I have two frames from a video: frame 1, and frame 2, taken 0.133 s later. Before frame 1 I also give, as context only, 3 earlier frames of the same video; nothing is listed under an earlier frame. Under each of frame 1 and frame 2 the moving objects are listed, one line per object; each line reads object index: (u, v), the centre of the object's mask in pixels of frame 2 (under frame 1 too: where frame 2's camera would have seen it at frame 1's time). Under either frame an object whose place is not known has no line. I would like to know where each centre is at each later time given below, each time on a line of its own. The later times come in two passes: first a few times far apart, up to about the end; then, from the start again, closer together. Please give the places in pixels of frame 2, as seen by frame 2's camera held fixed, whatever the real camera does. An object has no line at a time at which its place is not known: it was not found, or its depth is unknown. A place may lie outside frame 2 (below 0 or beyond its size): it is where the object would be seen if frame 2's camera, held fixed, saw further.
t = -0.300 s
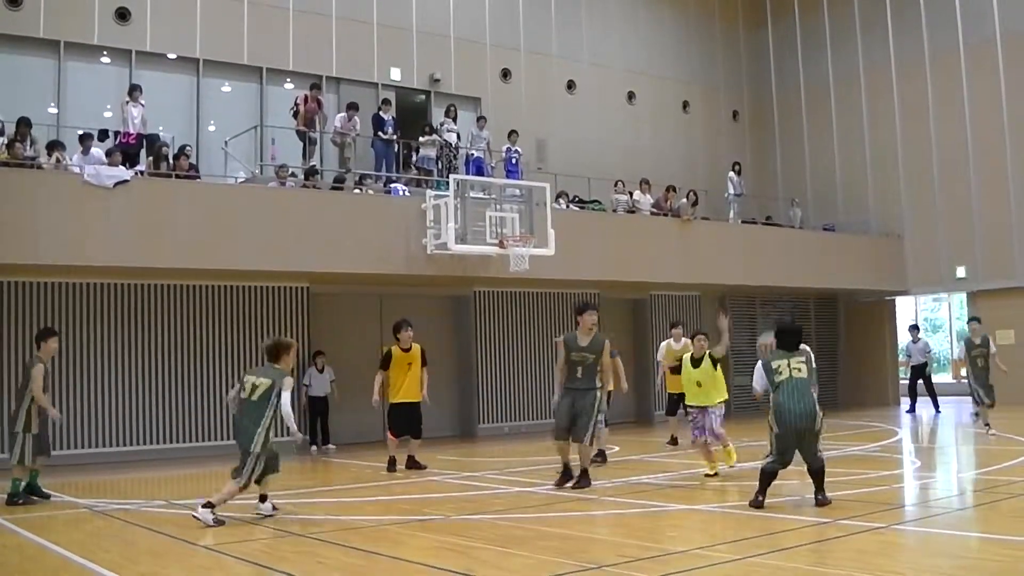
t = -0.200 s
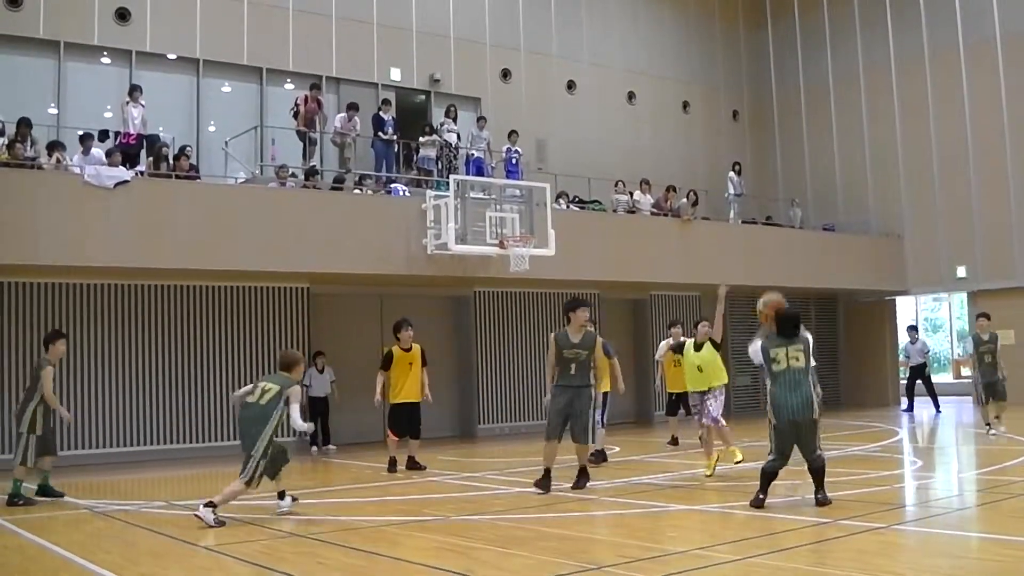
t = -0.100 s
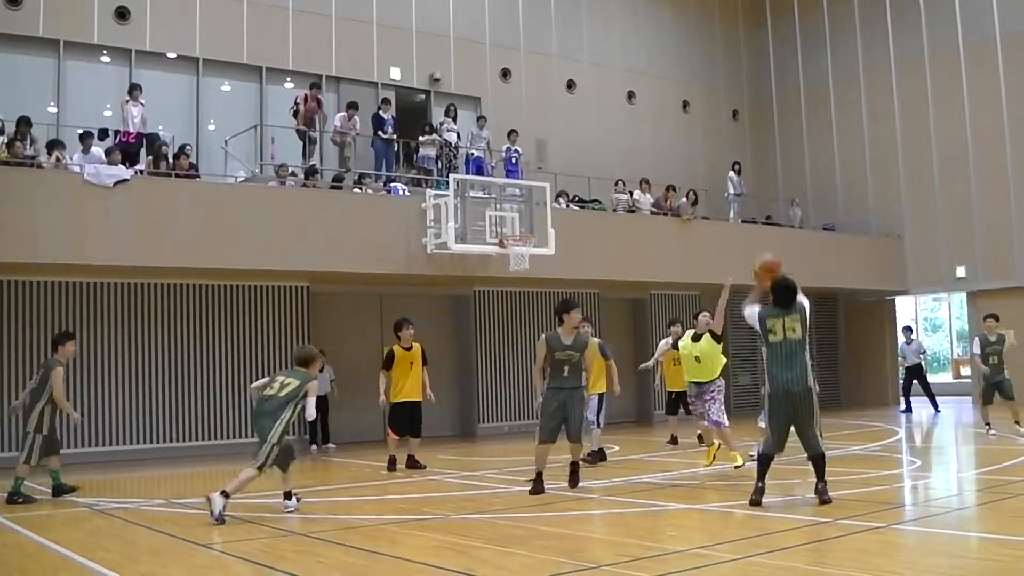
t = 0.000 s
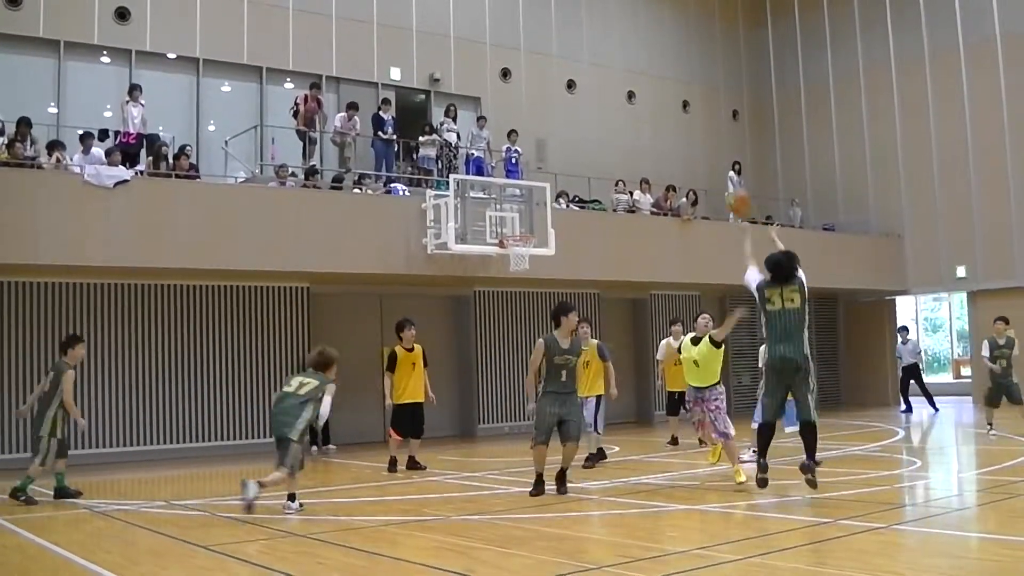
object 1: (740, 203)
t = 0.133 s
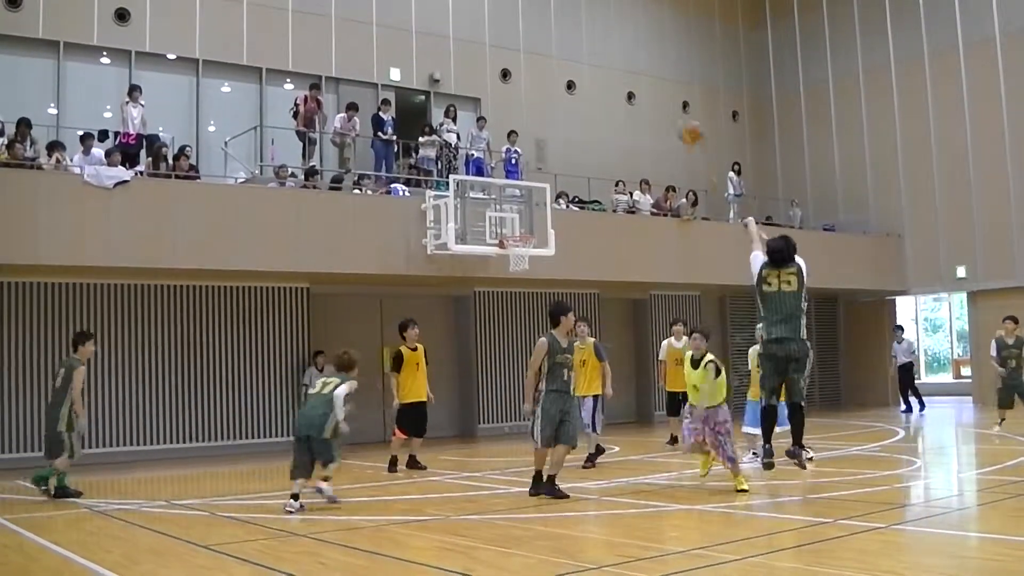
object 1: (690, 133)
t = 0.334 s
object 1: (634, 78)
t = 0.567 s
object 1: (585, 68)
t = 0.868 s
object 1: (536, 115)
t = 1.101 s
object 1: (506, 183)
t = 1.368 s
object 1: (503, 271)
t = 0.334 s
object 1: (634, 78)
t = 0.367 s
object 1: (626, 73)
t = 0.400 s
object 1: (619, 69)
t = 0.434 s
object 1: (613, 67)
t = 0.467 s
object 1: (605, 66)
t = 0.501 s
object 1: (598, 65)
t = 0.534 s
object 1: (591, 65)
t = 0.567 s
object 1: (585, 68)
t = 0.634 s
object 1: (573, 72)
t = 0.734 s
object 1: (556, 86)
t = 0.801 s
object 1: (546, 99)
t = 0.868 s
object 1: (536, 115)
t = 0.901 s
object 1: (532, 123)
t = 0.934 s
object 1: (528, 132)
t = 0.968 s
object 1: (523, 142)
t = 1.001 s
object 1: (520, 149)
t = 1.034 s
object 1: (515, 161)
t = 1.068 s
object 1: (510, 172)
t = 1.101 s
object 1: (506, 183)
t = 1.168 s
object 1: (499, 210)
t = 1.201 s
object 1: (493, 222)
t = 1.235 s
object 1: (489, 238)
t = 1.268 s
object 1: (495, 246)
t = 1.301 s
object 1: (497, 252)
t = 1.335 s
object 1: (501, 263)
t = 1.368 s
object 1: (503, 271)
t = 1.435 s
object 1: (505, 290)
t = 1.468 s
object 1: (508, 302)
